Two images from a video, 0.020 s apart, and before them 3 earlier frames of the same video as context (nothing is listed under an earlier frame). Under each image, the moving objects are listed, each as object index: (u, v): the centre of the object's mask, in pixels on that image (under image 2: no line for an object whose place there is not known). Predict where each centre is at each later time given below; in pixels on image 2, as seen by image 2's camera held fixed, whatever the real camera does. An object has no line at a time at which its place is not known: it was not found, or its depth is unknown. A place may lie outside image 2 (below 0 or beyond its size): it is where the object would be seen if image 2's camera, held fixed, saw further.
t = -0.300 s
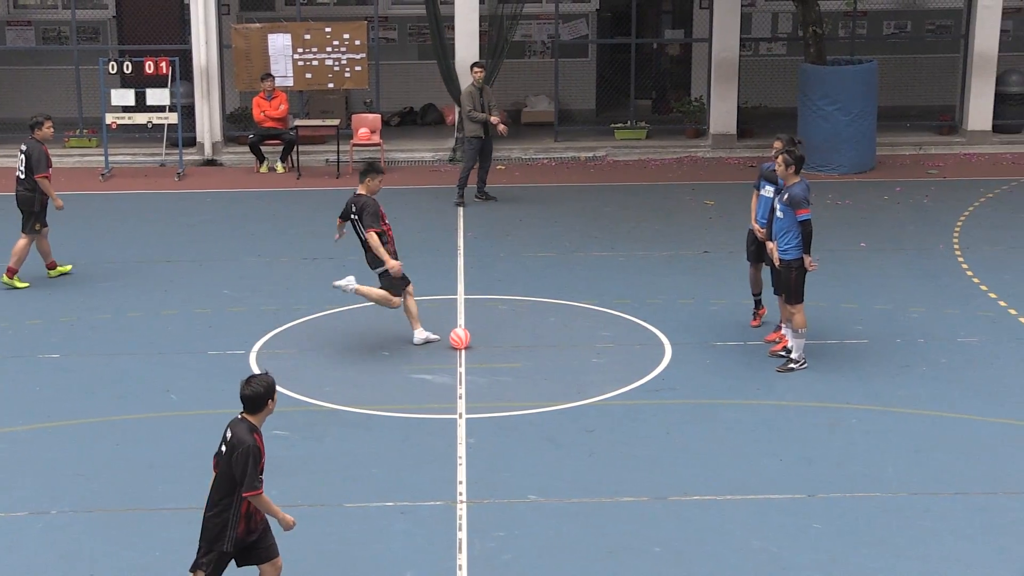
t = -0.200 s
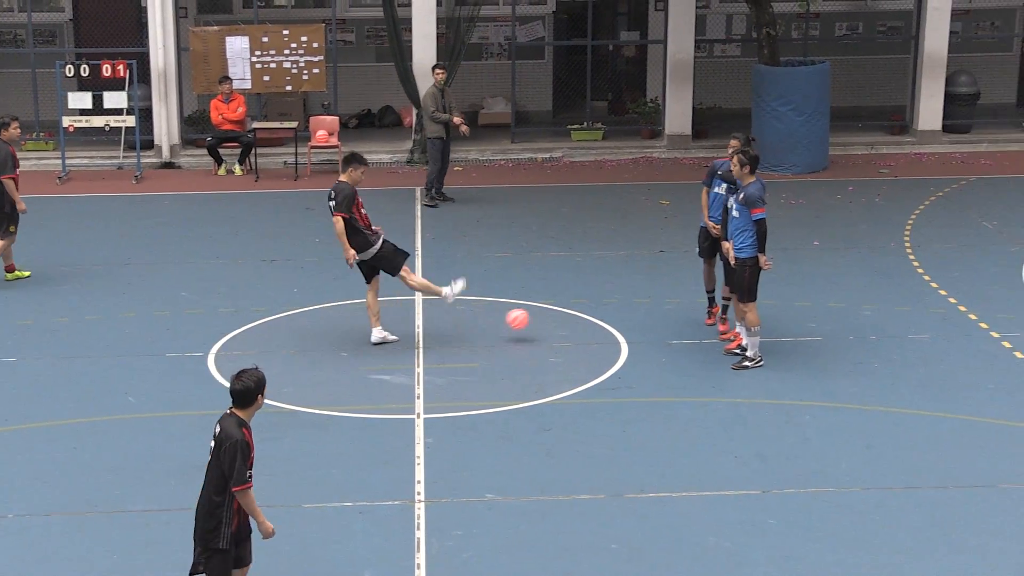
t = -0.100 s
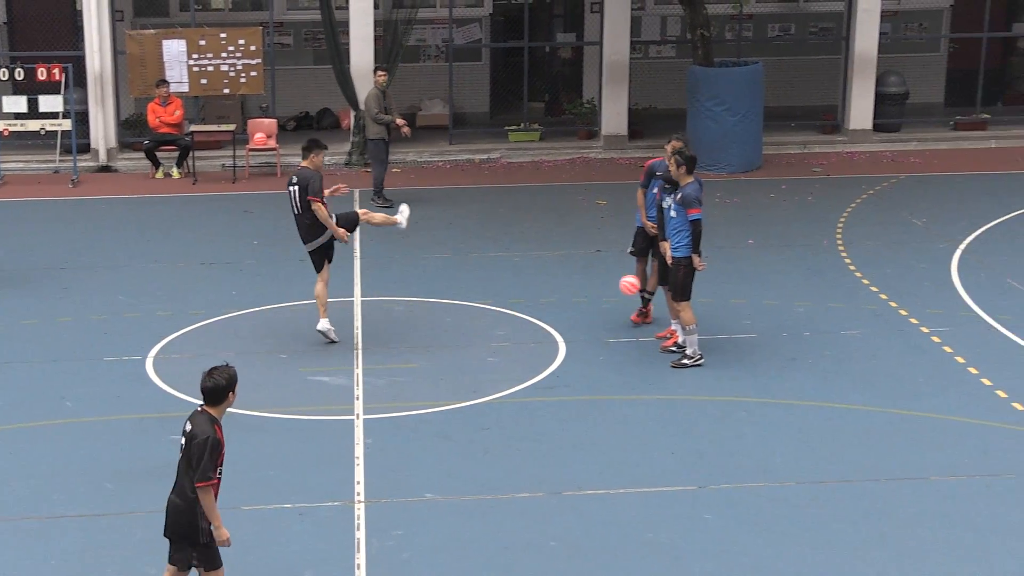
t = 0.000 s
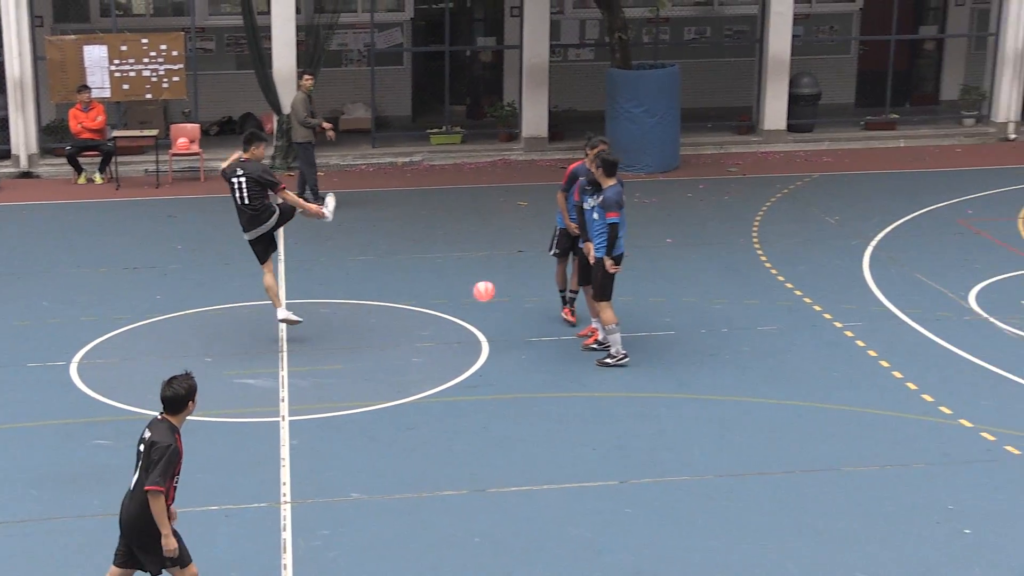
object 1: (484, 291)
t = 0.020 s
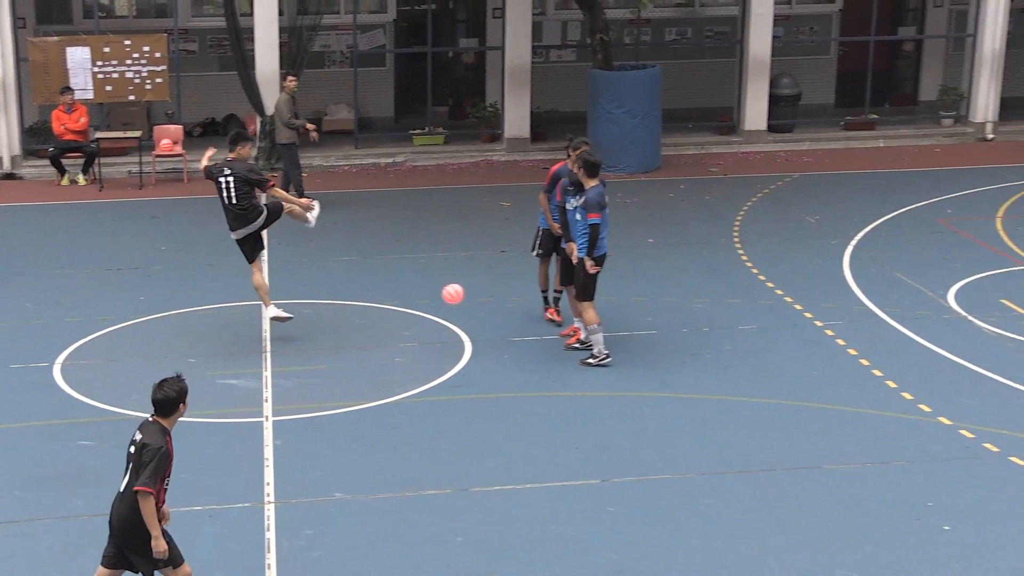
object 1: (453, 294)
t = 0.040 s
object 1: (438, 297)
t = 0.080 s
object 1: (411, 304)
